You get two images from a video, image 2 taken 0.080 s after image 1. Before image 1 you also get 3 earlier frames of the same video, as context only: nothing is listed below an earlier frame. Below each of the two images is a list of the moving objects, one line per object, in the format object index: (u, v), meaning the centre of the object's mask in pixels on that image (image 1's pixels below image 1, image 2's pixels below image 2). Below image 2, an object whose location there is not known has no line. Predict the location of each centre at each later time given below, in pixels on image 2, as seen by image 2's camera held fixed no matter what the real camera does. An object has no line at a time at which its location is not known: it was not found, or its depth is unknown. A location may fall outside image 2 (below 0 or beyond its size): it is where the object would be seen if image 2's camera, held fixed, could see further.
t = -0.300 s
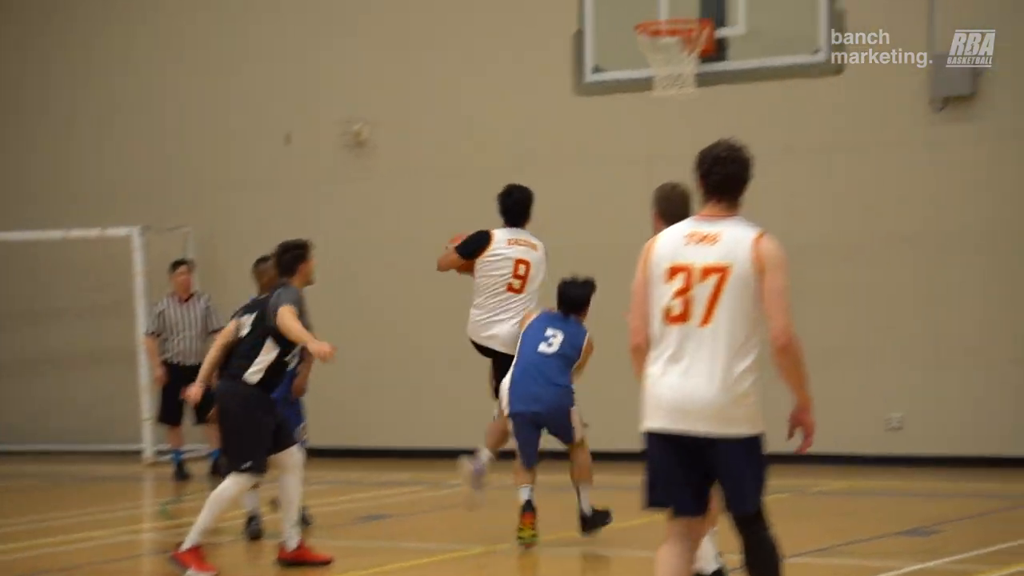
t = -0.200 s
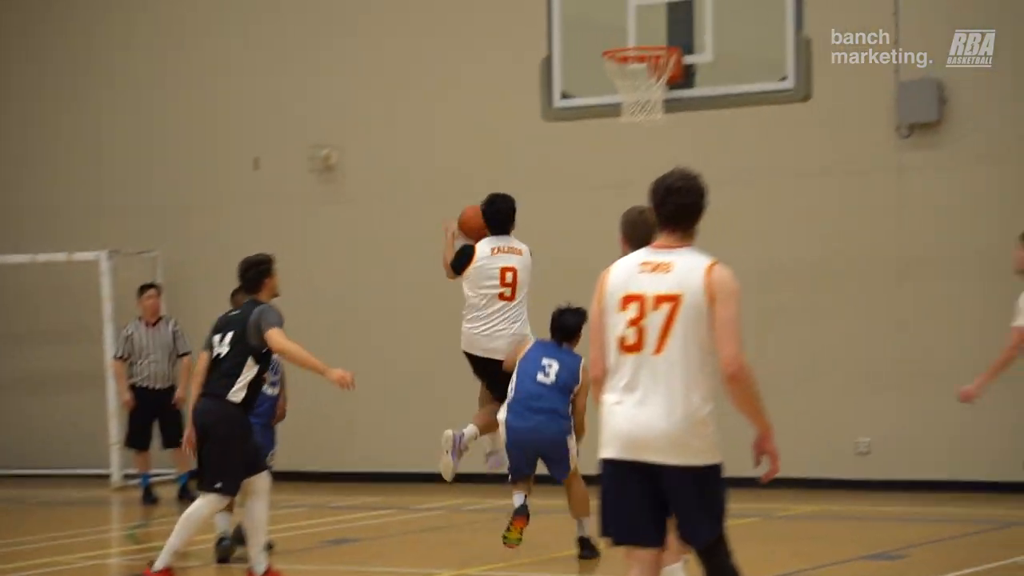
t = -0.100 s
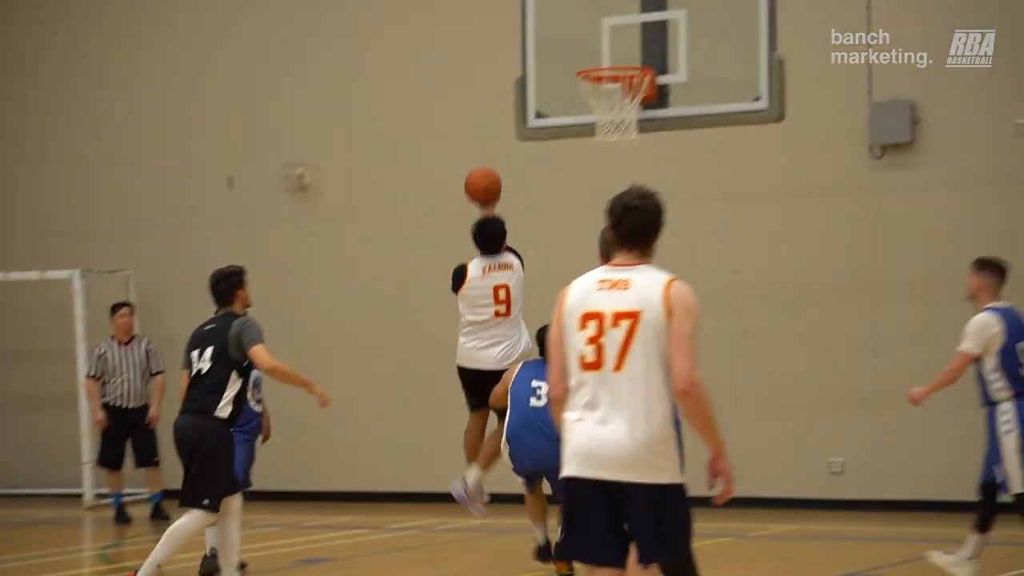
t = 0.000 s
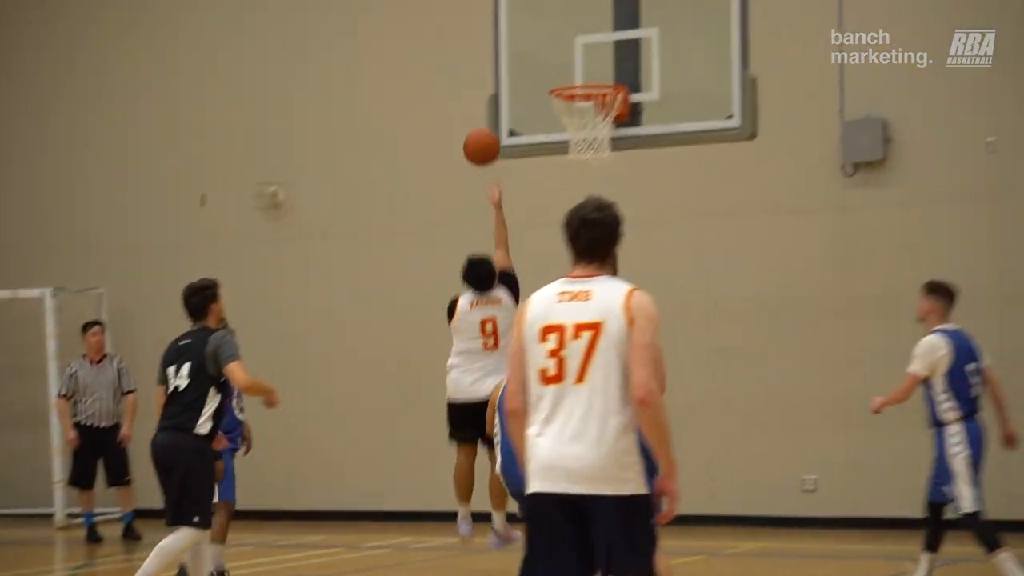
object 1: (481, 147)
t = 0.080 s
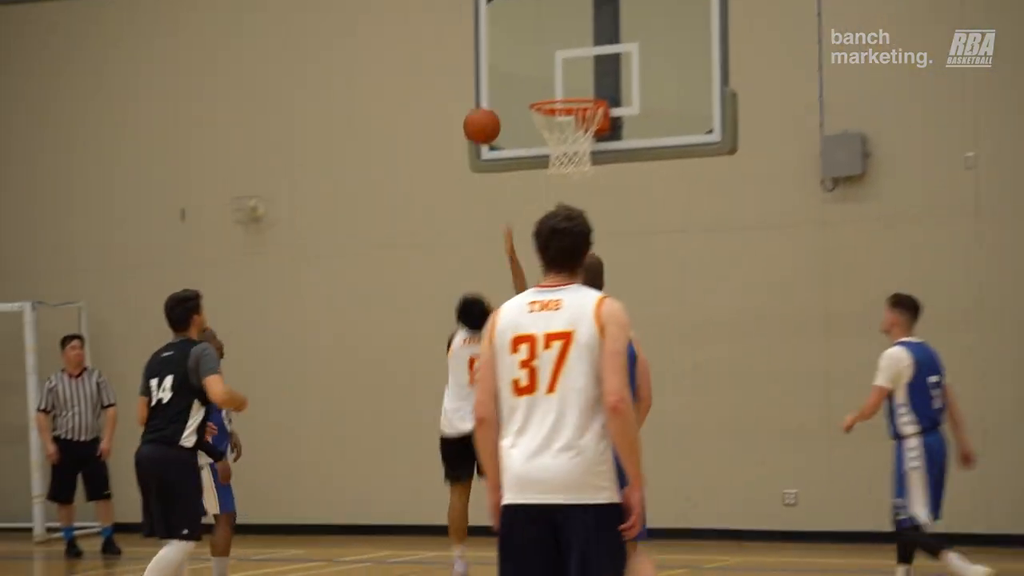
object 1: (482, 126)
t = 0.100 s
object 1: (486, 120)
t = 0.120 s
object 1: (491, 113)
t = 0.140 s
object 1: (494, 107)
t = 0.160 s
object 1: (498, 102)
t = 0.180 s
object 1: (502, 97)
